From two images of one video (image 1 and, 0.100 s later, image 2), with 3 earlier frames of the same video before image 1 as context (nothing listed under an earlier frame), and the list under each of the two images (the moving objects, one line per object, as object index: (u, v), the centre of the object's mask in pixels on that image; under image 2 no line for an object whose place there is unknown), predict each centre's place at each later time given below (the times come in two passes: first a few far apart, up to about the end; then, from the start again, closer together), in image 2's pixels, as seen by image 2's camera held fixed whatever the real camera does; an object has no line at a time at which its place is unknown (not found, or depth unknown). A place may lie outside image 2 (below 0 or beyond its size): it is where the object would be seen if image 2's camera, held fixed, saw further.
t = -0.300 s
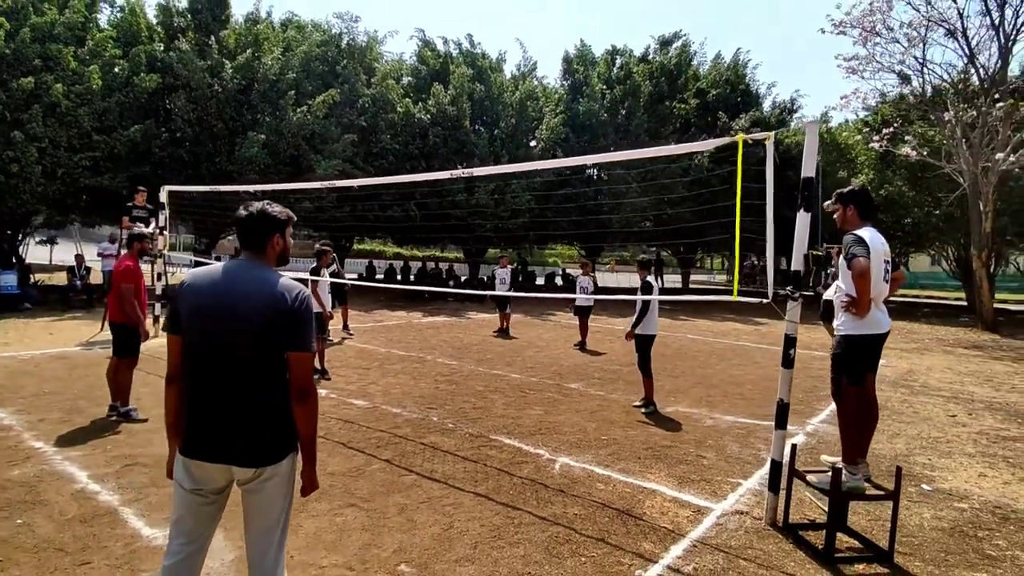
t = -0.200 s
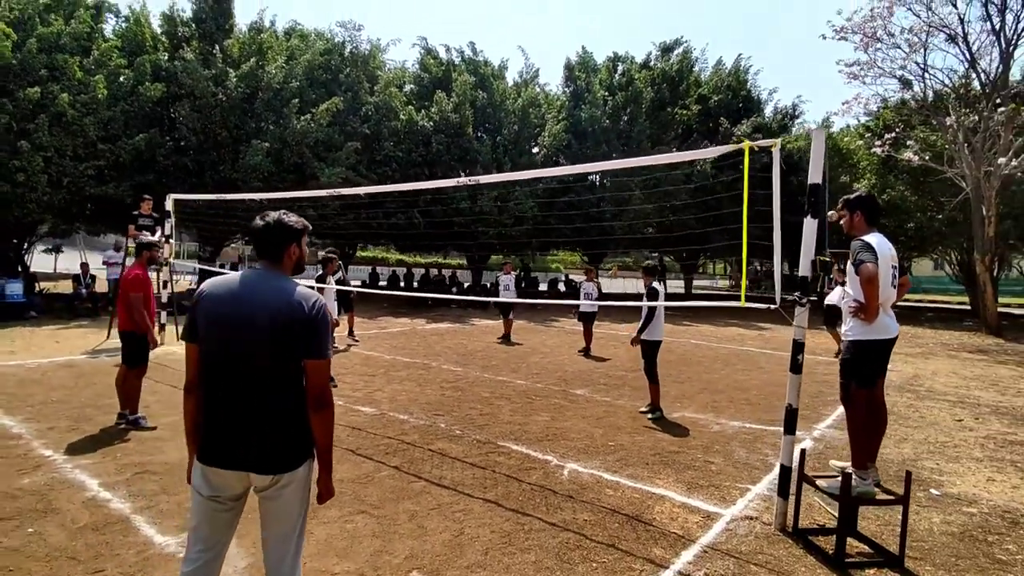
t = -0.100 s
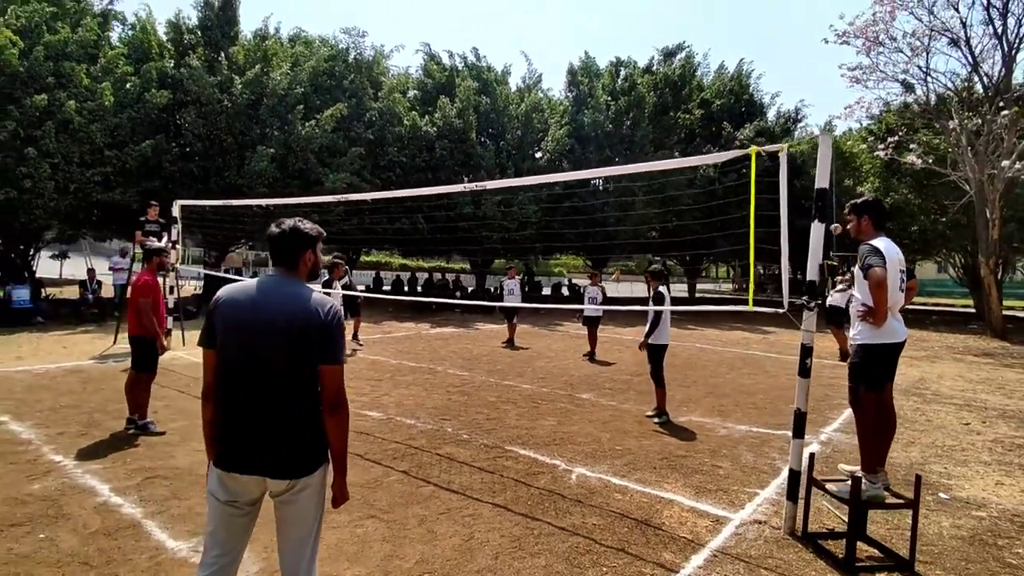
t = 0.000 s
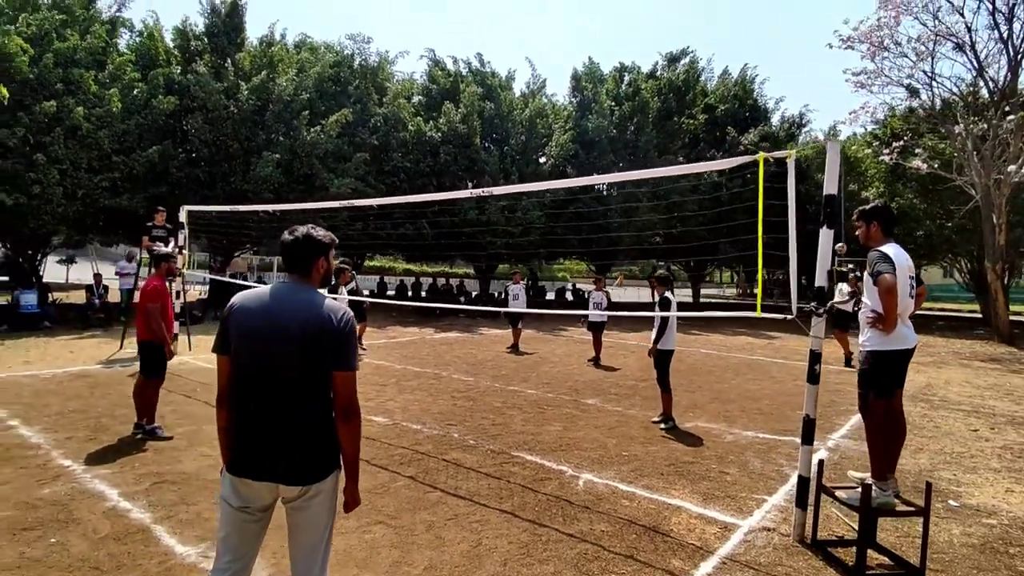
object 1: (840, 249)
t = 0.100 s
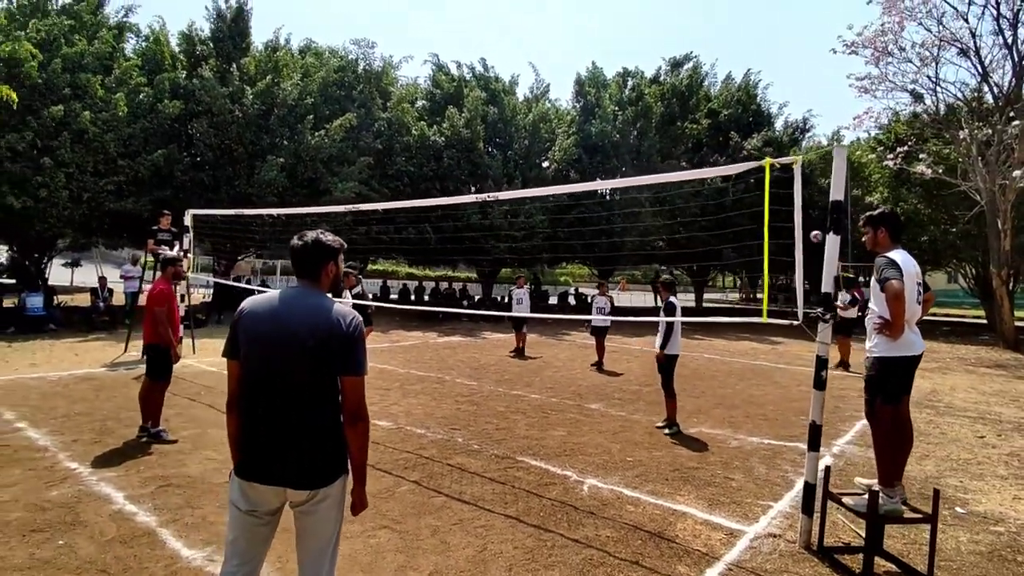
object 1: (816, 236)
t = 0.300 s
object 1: (714, 182)
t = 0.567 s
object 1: (492, 136)
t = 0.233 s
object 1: (753, 198)
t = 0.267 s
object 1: (736, 190)
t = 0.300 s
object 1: (714, 182)
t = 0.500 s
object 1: (564, 142)
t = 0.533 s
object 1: (530, 138)
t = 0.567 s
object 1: (492, 136)
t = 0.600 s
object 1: (451, 133)
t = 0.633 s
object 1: (406, 134)
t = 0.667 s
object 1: (354, 134)
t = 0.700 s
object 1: (297, 136)
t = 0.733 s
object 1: (232, 141)
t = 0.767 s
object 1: (157, 147)
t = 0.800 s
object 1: (70, 158)
